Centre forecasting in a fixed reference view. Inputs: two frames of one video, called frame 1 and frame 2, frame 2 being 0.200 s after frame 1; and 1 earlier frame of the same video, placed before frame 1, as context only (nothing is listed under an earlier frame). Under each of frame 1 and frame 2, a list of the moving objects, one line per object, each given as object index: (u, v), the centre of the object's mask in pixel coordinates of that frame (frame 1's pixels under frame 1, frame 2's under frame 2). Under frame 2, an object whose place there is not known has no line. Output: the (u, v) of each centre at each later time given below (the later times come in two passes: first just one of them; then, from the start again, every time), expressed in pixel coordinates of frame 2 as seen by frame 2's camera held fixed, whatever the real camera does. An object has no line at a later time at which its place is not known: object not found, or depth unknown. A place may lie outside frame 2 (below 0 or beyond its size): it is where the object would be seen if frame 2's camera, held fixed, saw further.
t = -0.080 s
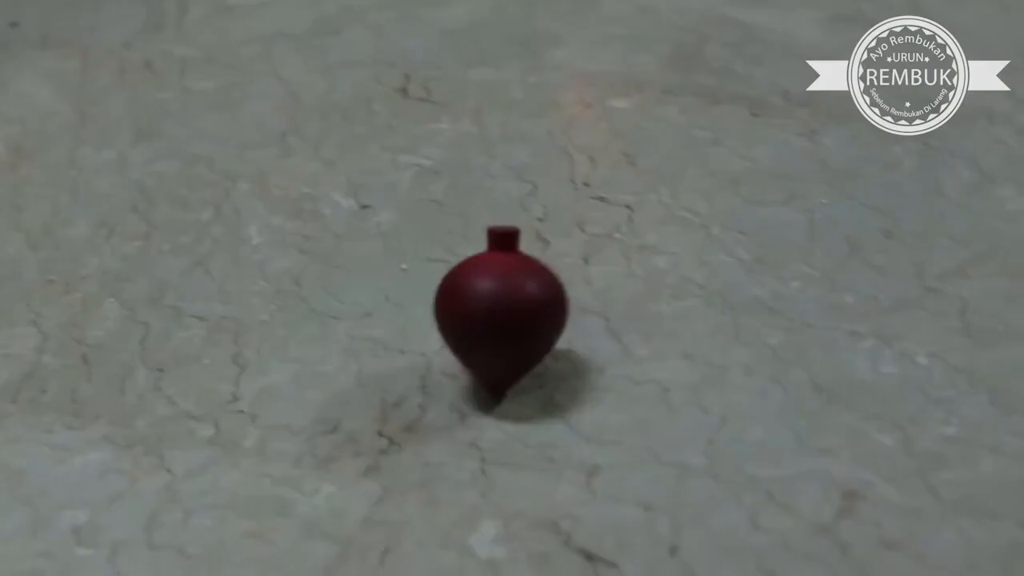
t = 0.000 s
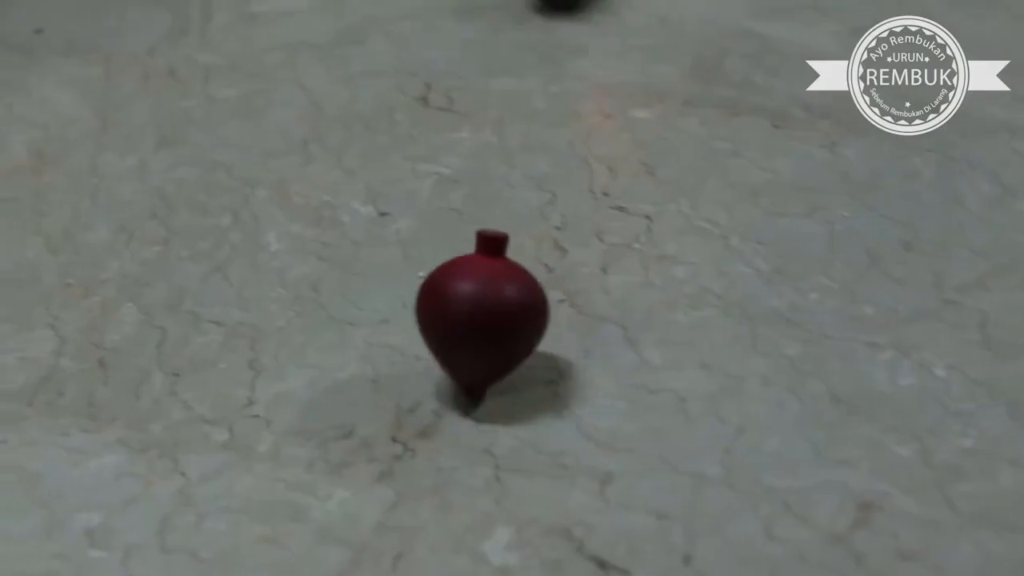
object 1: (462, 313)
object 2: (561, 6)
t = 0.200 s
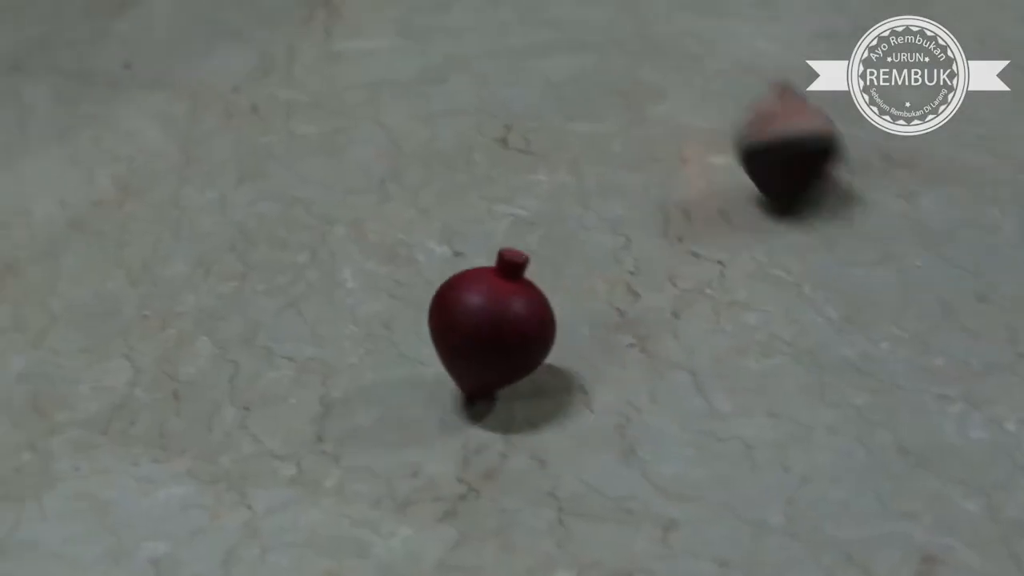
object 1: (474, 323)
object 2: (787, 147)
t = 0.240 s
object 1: (470, 314)
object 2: (817, 176)
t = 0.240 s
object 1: (470, 314)
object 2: (817, 176)
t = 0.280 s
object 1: (467, 306)
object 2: (846, 212)
